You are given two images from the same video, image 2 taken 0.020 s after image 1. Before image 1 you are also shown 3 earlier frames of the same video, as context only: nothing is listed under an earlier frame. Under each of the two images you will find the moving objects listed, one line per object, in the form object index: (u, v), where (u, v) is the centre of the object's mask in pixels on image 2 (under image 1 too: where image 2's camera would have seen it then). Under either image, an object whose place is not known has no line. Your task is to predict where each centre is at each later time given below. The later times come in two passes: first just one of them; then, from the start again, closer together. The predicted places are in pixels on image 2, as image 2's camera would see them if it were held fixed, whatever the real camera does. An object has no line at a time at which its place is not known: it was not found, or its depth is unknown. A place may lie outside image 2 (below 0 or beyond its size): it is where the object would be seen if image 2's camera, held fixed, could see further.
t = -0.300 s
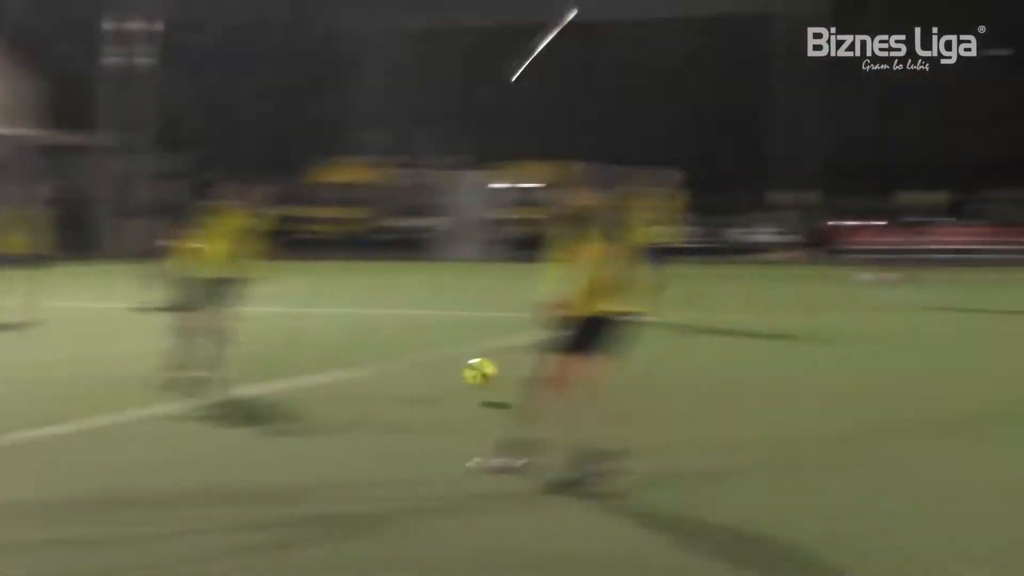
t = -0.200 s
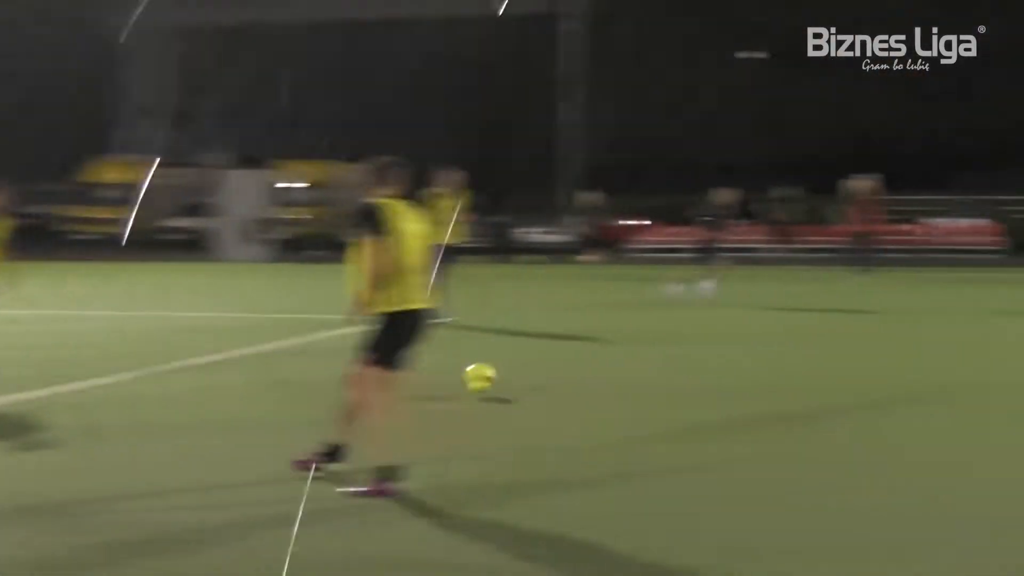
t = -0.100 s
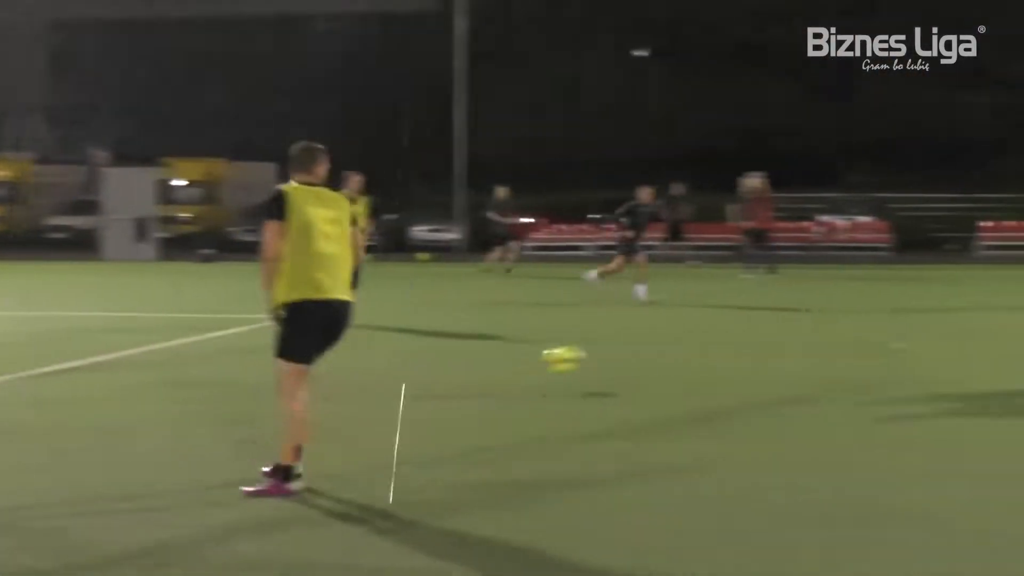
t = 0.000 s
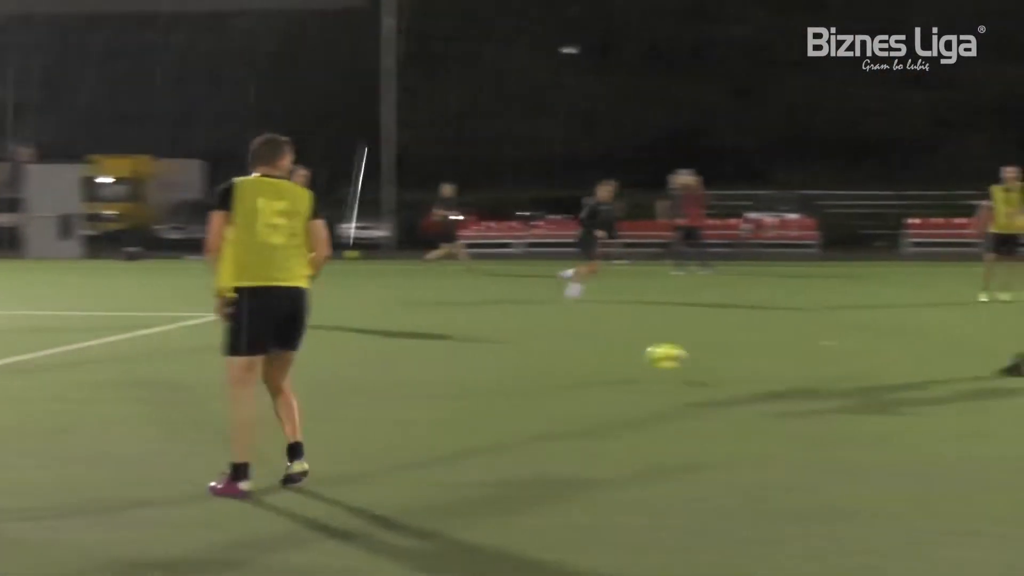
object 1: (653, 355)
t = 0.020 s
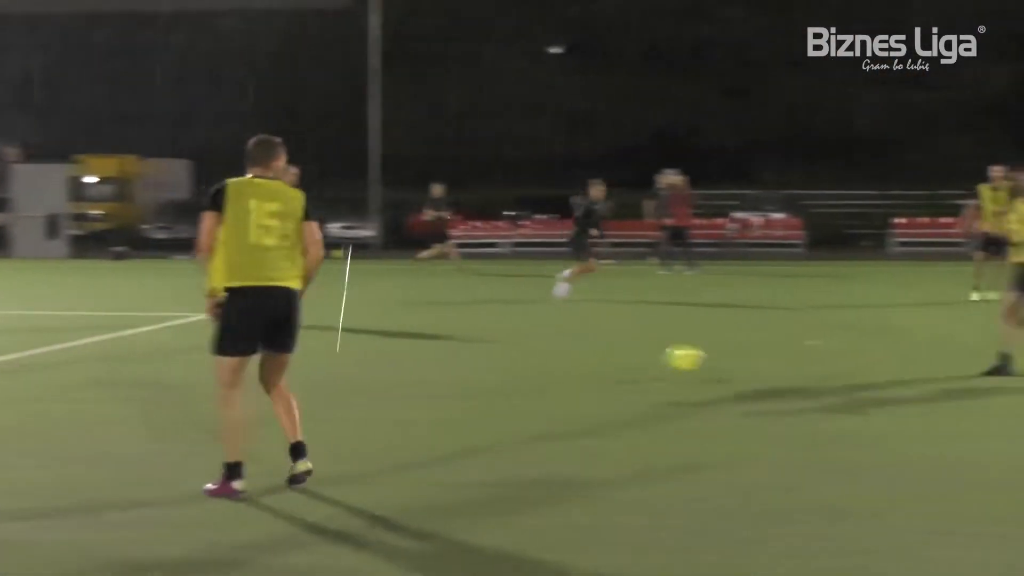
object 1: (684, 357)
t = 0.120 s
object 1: (827, 349)
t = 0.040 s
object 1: (717, 360)
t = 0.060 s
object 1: (747, 360)
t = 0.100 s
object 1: (801, 352)
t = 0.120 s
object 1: (827, 349)
